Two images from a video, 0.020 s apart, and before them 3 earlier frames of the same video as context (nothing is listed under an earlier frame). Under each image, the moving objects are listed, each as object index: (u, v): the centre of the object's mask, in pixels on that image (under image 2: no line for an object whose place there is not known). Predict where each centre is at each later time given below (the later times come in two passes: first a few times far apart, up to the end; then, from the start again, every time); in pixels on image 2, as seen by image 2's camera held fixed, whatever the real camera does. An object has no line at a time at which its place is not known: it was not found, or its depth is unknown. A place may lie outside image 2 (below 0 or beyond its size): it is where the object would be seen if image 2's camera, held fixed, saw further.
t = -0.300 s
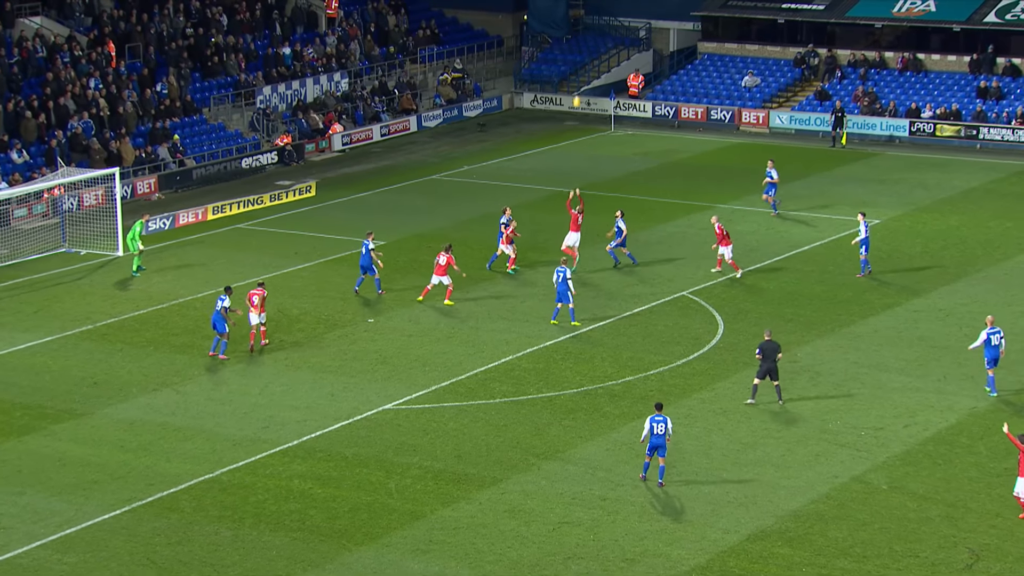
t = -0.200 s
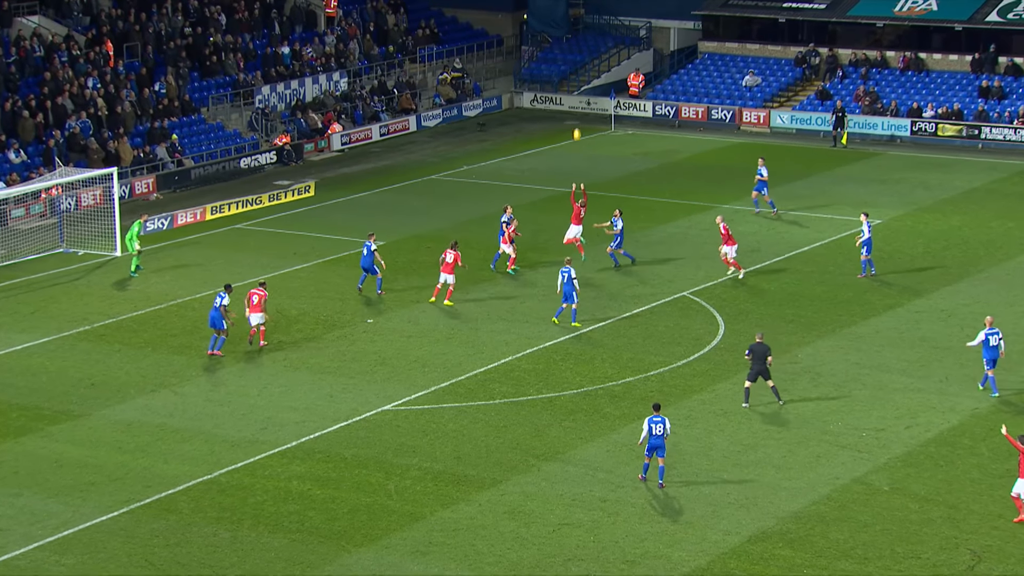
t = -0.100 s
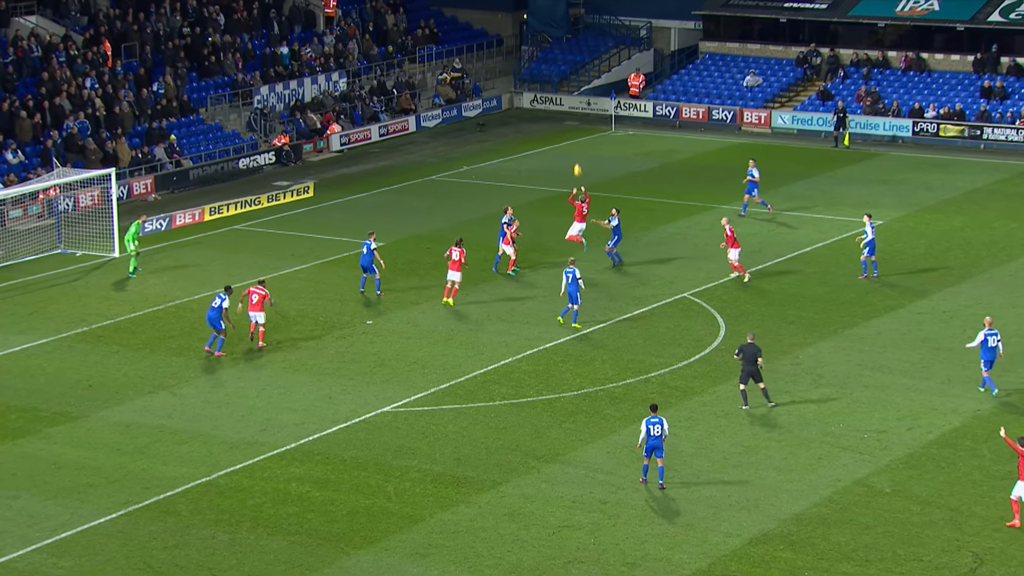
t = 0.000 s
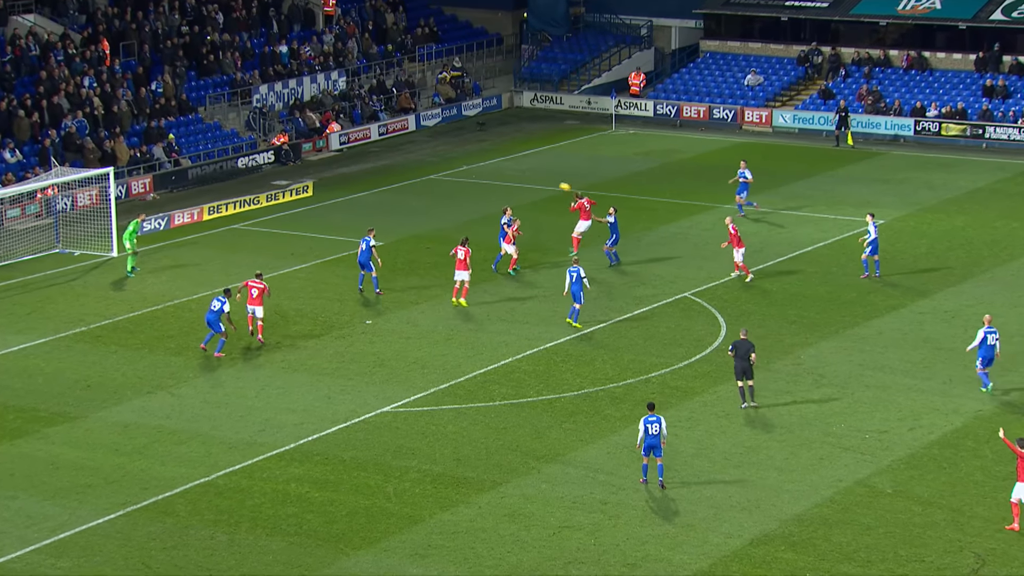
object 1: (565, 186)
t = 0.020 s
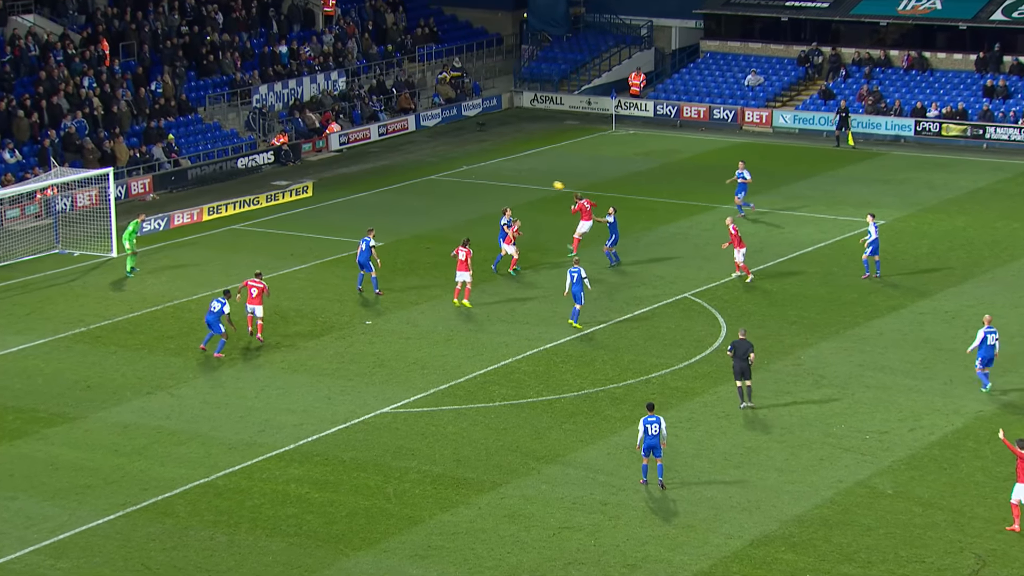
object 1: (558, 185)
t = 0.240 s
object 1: (488, 174)
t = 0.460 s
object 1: (420, 182)
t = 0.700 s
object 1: (349, 212)
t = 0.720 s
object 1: (343, 215)
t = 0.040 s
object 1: (552, 183)
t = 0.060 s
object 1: (546, 182)
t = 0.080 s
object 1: (539, 180)
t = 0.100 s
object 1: (532, 179)
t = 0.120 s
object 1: (527, 177)
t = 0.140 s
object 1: (520, 176)
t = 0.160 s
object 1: (514, 175)
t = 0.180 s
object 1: (507, 175)
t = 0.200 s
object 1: (501, 175)
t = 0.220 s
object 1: (495, 174)
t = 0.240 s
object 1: (488, 174)
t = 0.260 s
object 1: (482, 174)
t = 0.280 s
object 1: (476, 174)
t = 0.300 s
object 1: (469, 174)
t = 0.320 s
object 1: (463, 175)
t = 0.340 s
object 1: (457, 175)
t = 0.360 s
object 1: (451, 175)
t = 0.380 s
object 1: (445, 177)
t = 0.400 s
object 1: (438, 177)
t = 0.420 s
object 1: (433, 179)
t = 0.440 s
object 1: (427, 180)
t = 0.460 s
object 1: (420, 182)
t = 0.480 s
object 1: (414, 183)
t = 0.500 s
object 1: (408, 185)
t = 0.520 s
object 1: (403, 187)
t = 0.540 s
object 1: (396, 189)
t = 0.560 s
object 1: (390, 192)
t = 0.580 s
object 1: (384, 194)
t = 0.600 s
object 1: (379, 197)
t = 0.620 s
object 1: (372, 200)
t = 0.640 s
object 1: (366, 202)
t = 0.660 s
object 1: (361, 205)
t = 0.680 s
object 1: (355, 209)
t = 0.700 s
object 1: (349, 212)
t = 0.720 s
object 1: (343, 215)
